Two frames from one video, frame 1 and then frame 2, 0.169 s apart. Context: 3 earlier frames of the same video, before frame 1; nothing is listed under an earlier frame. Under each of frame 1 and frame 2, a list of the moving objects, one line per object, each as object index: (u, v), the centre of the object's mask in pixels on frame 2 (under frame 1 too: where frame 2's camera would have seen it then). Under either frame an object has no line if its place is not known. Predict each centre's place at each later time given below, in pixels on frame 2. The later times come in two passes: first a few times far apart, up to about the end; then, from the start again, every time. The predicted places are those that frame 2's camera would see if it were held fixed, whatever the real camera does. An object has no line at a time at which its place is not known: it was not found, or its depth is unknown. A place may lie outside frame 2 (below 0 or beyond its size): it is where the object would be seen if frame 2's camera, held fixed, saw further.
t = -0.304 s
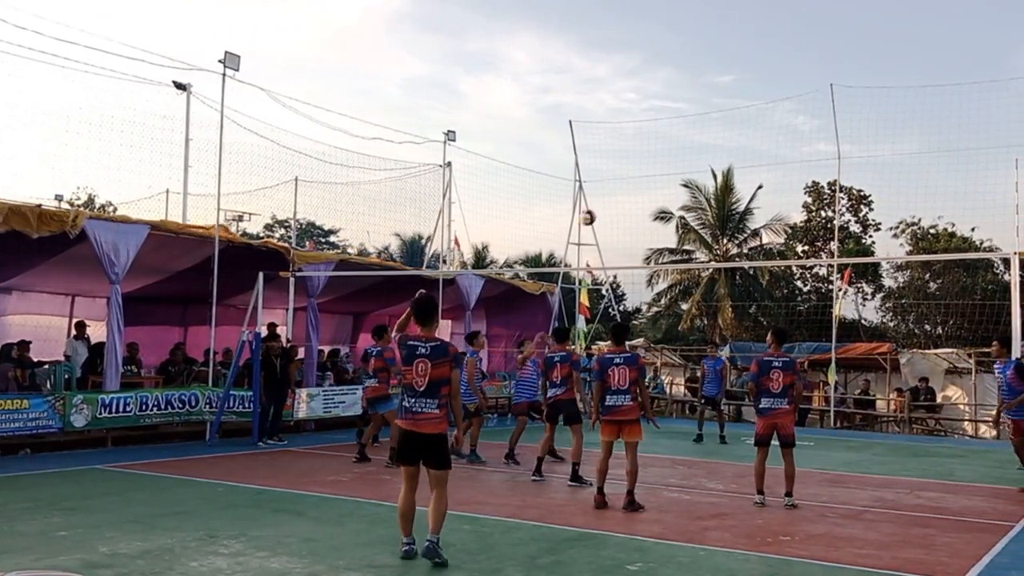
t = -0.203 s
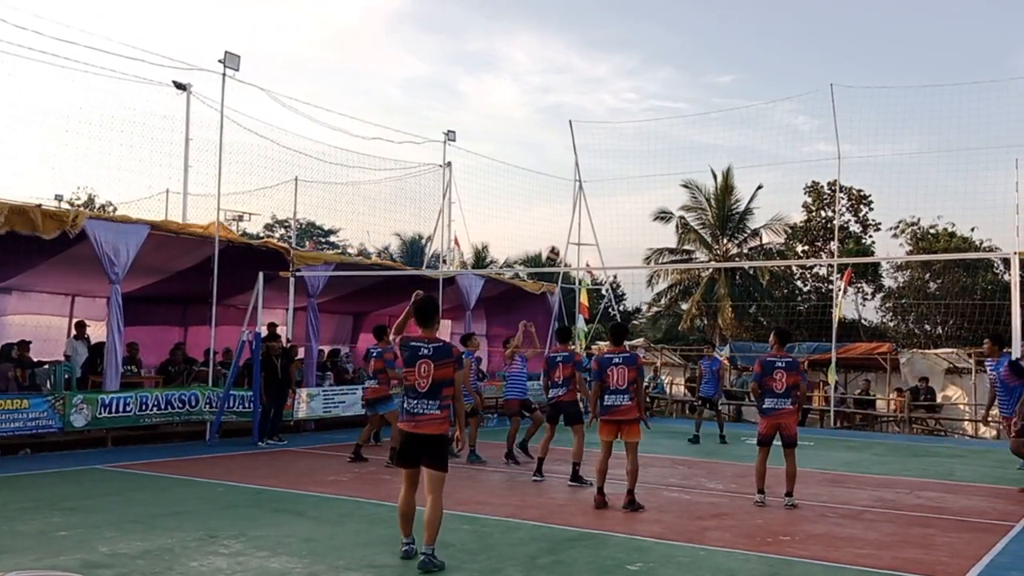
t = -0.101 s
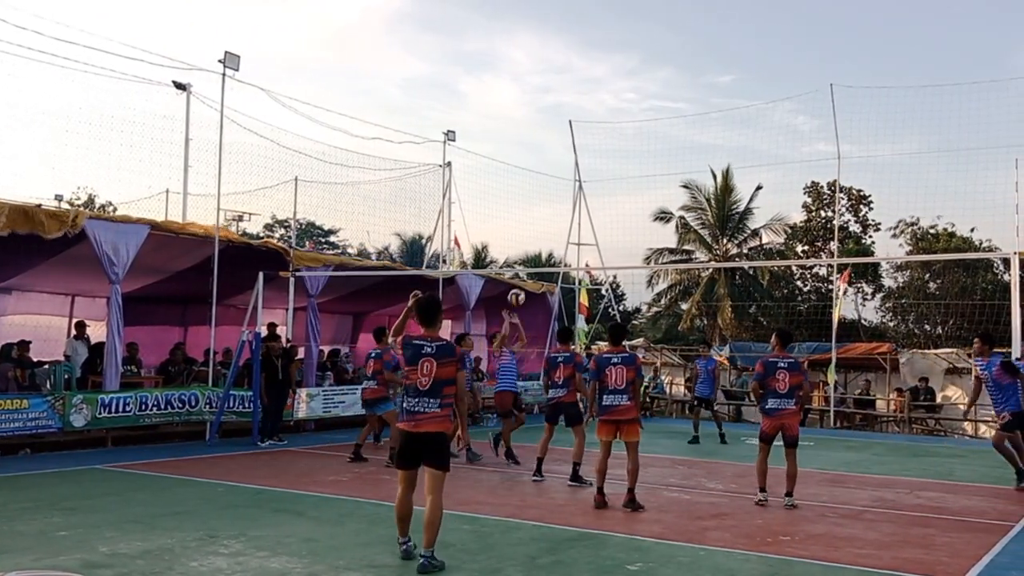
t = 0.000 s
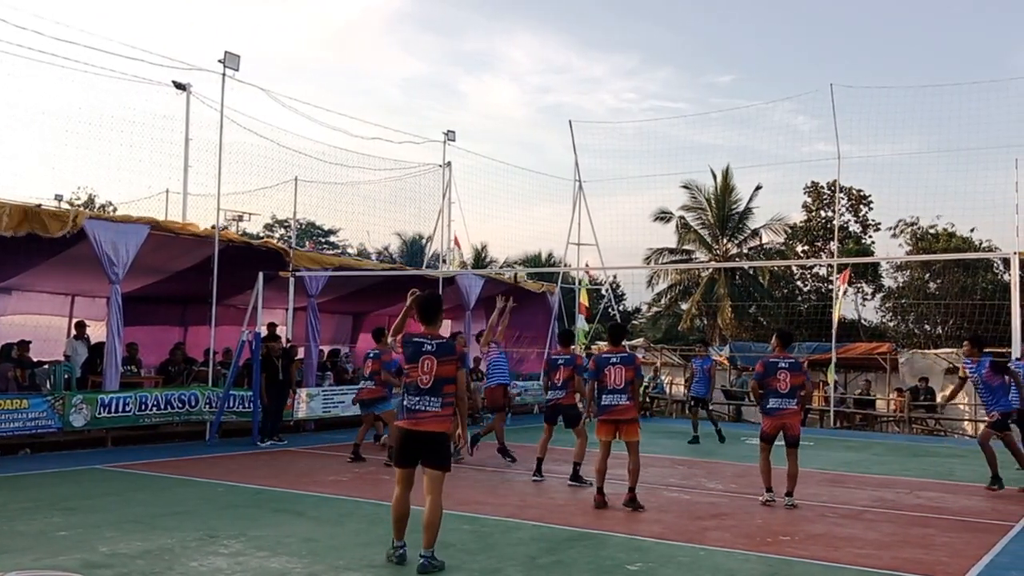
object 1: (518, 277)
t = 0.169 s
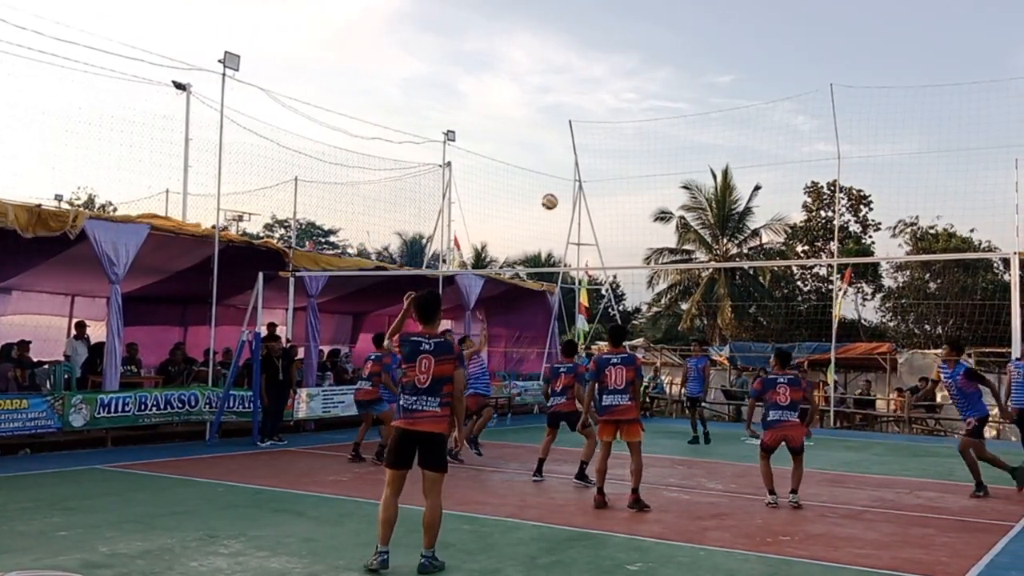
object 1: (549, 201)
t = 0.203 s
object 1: (556, 189)
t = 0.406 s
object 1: (596, 132)
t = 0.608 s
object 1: (637, 107)
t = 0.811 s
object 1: (677, 114)
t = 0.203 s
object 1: (556, 189)
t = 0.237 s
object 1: (563, 177)
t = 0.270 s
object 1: (569, 167)
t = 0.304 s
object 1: (576, 157)
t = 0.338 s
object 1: (583, 147)
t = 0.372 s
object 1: (589, 139)
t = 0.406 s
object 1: (596, 132)
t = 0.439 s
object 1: (603, 126)
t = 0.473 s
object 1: (610, 120)
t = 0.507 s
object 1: (616, 115)
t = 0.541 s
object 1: (623, 111)
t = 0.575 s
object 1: (630, 109)
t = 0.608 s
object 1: (637, 107)
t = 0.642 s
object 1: (643, 106)
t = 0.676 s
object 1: (650, 105)
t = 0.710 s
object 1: (657, 106)
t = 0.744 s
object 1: (664, 108)
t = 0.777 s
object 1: (670, 110)
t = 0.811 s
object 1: (677, 114)
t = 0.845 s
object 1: (684, 118)
